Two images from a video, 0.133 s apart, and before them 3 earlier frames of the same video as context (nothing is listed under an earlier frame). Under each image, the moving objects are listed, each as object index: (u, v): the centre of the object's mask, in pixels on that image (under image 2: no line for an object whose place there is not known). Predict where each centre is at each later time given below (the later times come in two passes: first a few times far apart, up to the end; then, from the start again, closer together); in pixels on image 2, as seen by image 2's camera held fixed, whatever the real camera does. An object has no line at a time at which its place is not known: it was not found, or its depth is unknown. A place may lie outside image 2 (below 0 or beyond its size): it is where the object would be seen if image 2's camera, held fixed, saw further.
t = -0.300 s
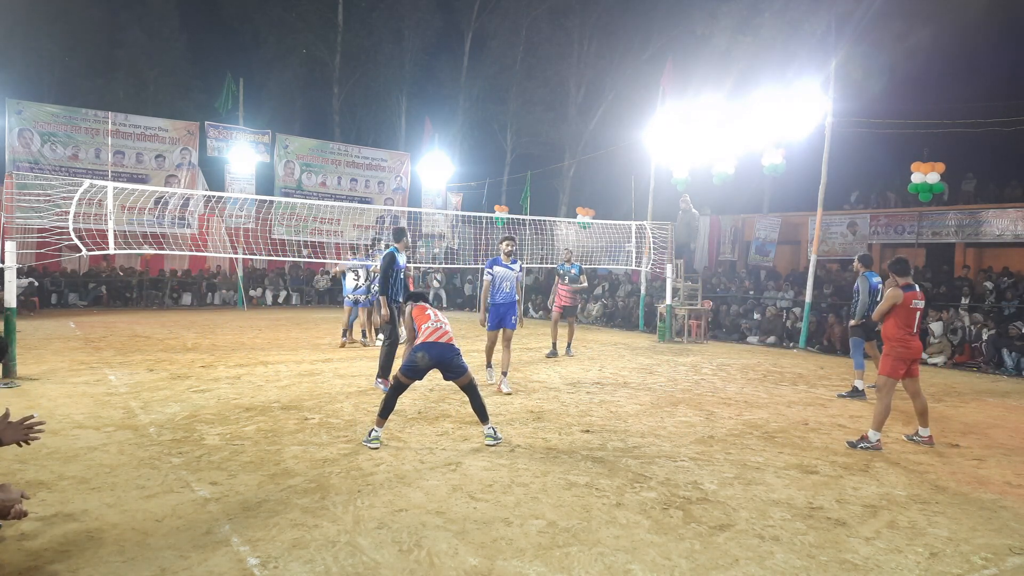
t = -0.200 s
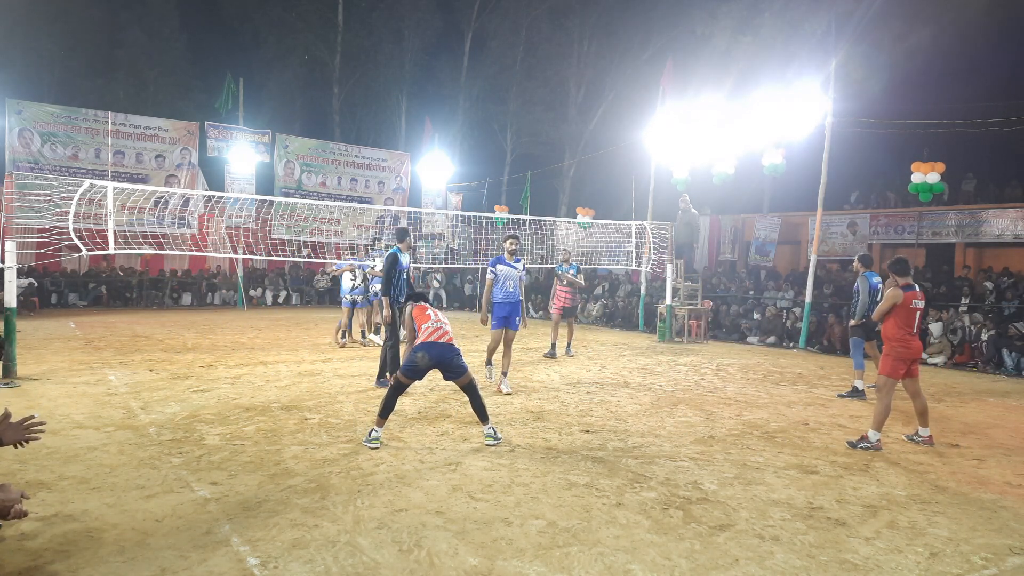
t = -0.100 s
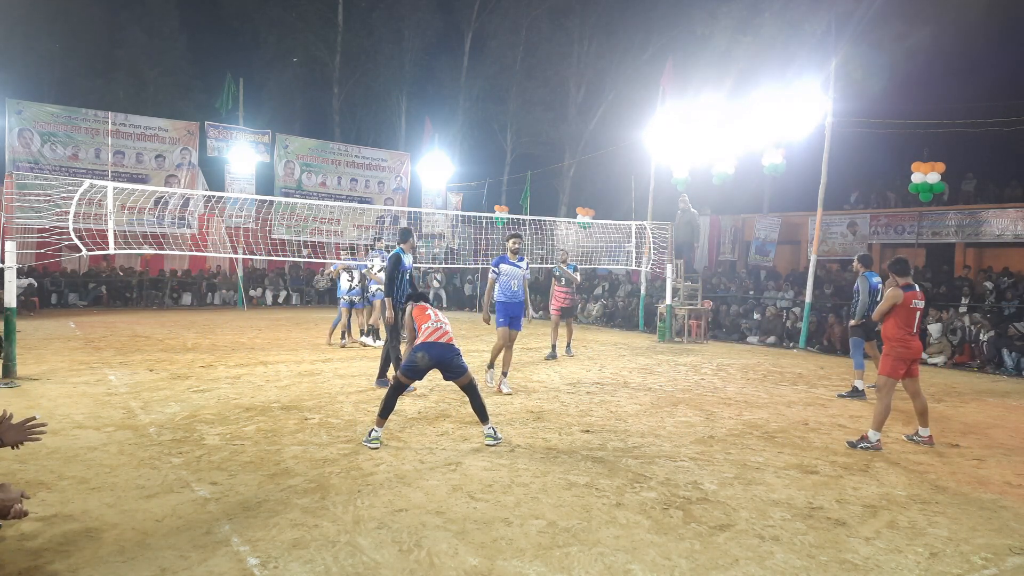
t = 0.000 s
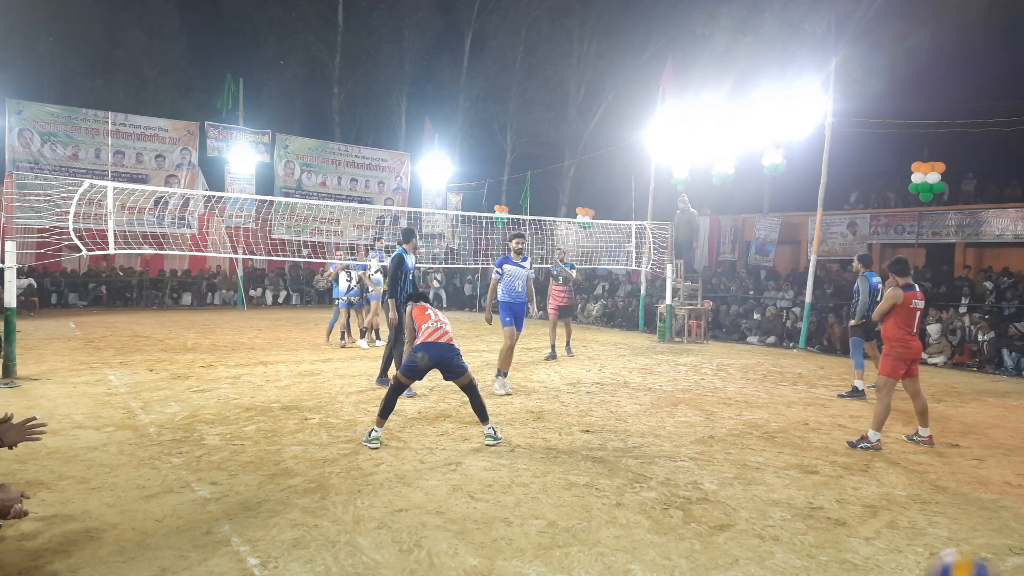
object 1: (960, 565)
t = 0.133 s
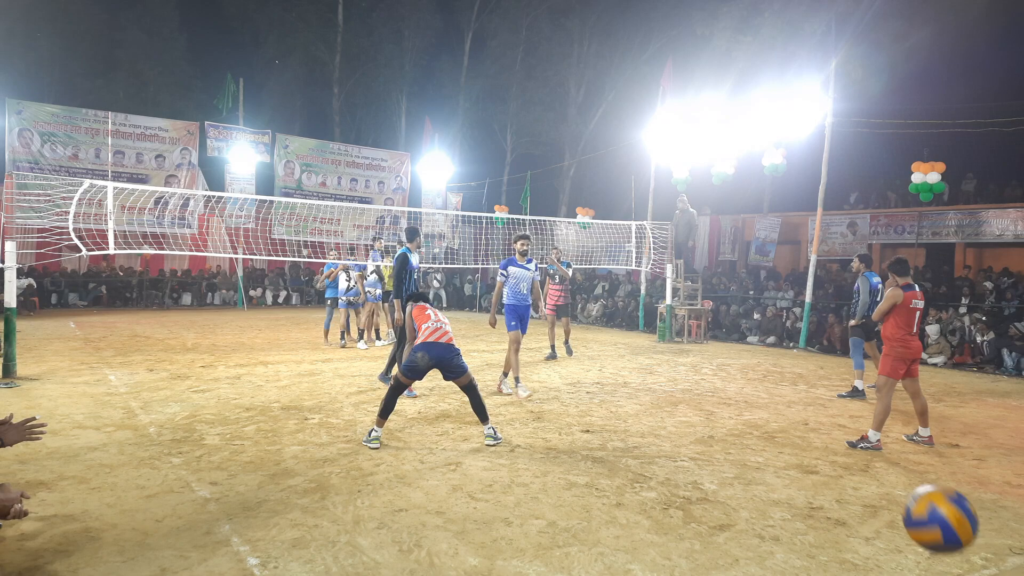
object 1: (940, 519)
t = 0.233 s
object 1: (922, 505)
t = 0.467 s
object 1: (884, 562)
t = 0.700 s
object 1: (854, 526)
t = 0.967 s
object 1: (823, 494)
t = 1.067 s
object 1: (811, 518)
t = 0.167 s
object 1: (934, 511)
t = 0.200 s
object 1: (928, 506)
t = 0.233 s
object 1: (922, 505)
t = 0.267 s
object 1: (917, 506)
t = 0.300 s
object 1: (912, 511)
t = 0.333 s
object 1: (905, 519)
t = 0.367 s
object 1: (900, 529)
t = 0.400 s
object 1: (896, 542)
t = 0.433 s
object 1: (889, 554)
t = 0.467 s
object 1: (884, 562)
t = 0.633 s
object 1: (862, 557)
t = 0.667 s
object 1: (858, 542)
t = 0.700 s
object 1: (854, 526)
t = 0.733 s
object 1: (849, 514)
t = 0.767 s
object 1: (846, 505)
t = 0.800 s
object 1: (841, 497)
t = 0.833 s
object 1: (837, 493)
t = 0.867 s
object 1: (834, 490)
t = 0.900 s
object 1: (830, 490)
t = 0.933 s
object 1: (826, 492)
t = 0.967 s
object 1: (823, 494)
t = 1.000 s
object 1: (818, 501)
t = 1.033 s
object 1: (815, 508)
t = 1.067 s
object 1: (811, 518)
